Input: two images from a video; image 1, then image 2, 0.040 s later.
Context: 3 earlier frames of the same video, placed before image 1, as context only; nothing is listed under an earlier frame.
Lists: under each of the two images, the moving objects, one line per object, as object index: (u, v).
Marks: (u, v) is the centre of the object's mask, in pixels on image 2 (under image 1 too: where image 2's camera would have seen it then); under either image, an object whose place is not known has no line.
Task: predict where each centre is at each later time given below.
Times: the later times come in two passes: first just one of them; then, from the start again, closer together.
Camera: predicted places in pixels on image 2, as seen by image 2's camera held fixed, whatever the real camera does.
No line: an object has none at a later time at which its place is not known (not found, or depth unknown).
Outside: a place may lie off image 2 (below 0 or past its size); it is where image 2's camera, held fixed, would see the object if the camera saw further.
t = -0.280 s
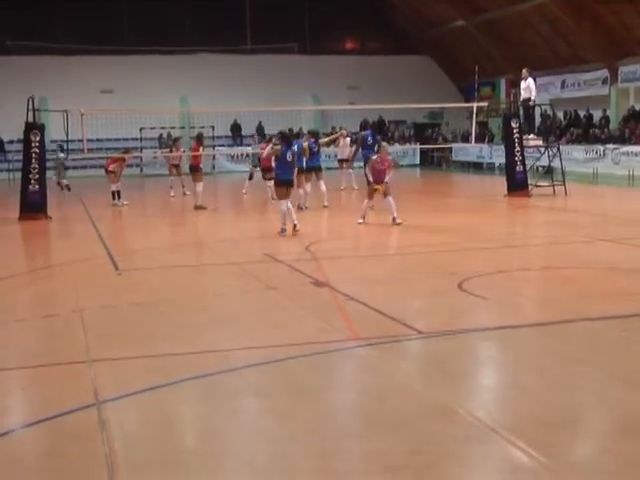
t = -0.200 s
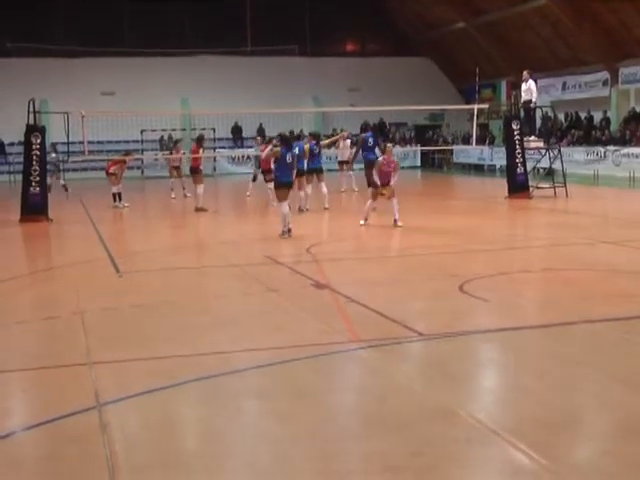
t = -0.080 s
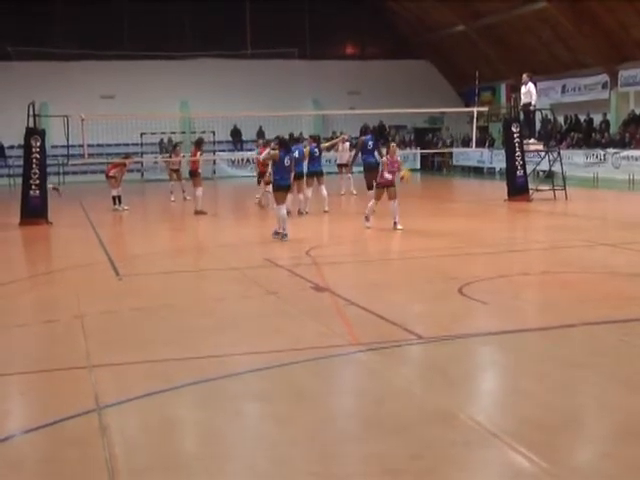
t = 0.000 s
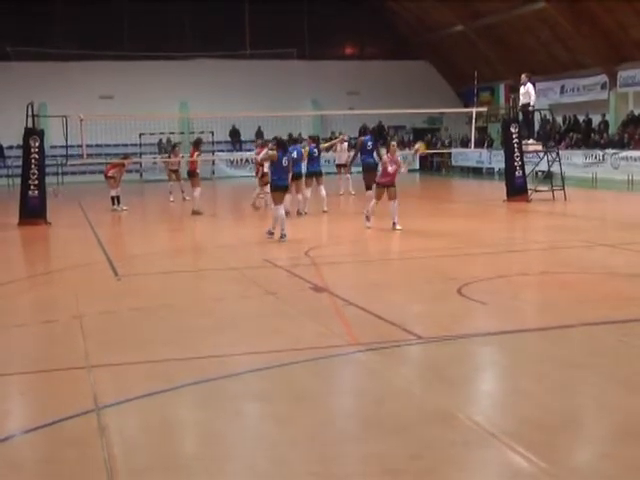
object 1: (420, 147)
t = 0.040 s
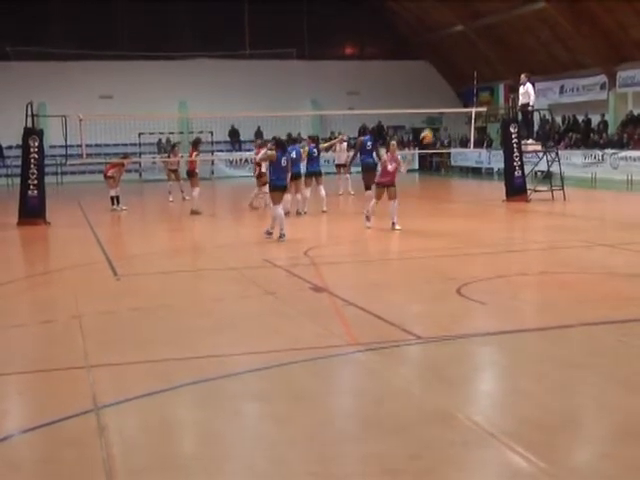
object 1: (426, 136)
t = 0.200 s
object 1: (461, 93)
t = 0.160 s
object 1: (453, 102)
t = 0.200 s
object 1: (461, 93)
